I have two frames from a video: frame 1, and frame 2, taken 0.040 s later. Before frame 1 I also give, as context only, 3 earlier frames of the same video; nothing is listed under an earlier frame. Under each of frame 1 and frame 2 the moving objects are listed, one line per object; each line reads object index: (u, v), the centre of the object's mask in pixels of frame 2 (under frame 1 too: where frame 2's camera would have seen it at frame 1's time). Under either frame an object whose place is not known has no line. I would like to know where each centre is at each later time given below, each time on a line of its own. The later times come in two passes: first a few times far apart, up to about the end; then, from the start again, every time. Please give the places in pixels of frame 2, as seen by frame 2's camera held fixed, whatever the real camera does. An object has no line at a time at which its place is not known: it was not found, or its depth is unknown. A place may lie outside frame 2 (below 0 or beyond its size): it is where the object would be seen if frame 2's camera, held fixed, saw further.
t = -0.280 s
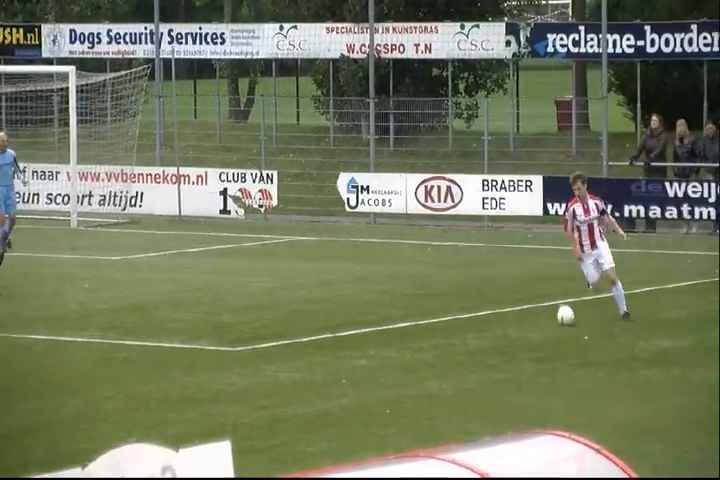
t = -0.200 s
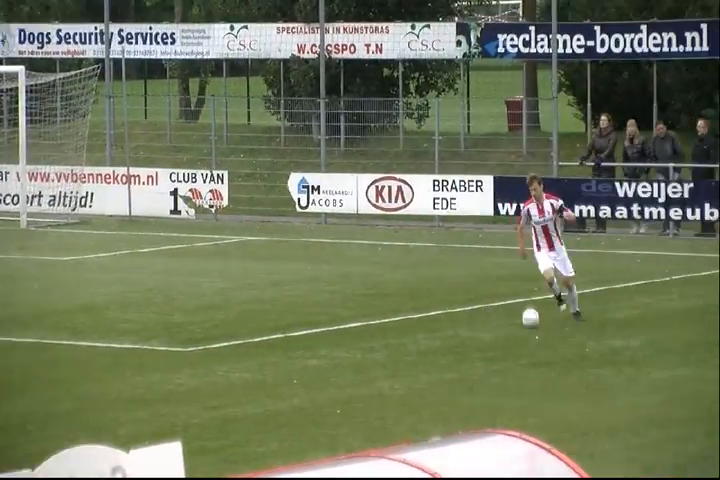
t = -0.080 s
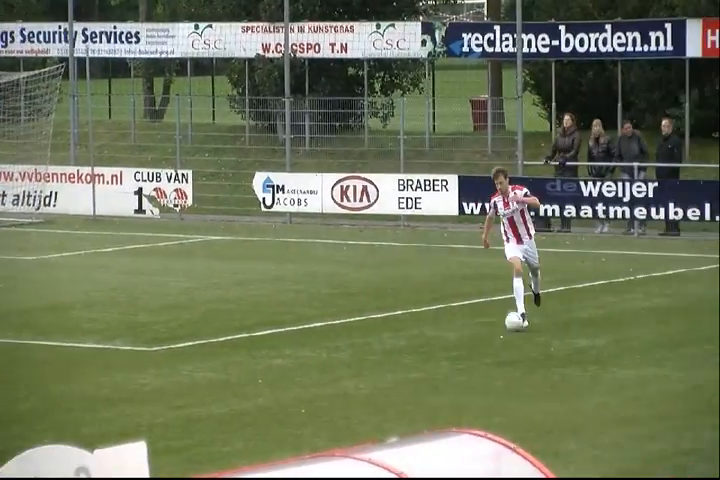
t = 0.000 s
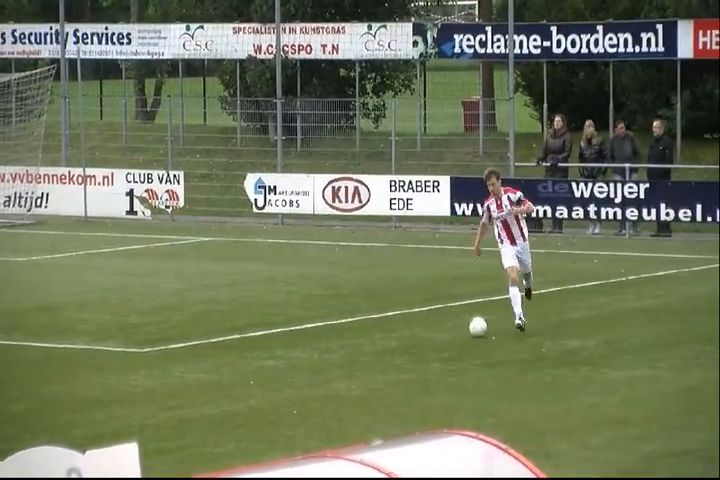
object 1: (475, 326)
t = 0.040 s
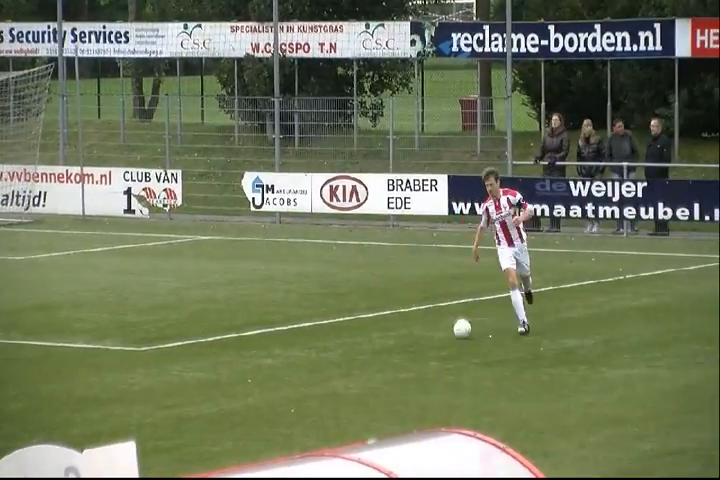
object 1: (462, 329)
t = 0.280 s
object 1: (395, 342)
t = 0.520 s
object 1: (350, 353)
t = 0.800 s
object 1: (310, 367)
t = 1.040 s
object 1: (277, 378)
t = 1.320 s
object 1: (240, 391)
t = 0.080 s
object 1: (450, 330)
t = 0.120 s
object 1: (437, 333)
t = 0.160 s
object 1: (426, 336)
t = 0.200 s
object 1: (416, 337)
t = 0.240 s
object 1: (405, 339)
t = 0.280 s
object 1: (395, 342)
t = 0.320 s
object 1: (387, 343)
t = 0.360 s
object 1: (378, 345)
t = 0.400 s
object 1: (370, 347)
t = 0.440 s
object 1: (363, 349)
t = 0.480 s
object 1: (356, 351)
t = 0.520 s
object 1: (350, 353)
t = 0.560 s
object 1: (344, 355)
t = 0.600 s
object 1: (338, 357)
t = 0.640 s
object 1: (332, 359)
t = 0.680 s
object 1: (327, 361)
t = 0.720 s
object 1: (321, 363)
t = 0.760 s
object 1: (315, 364)
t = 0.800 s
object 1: (310, 367)
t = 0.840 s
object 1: (304, 368)
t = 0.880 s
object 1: (299, 370)
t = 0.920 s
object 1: (294, 372)
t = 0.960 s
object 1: (288, 374)
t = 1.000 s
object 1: (283, 376)
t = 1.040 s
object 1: (277, 378)
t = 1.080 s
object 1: (272, 380)
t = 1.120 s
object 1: (266, 381)
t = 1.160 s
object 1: (261, 383)
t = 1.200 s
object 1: (256, 385)
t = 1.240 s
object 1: (250, 387)
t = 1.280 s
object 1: (245, 389)
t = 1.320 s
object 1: (240, 391)
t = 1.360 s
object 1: (235, 392)
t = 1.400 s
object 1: (229, 395)
